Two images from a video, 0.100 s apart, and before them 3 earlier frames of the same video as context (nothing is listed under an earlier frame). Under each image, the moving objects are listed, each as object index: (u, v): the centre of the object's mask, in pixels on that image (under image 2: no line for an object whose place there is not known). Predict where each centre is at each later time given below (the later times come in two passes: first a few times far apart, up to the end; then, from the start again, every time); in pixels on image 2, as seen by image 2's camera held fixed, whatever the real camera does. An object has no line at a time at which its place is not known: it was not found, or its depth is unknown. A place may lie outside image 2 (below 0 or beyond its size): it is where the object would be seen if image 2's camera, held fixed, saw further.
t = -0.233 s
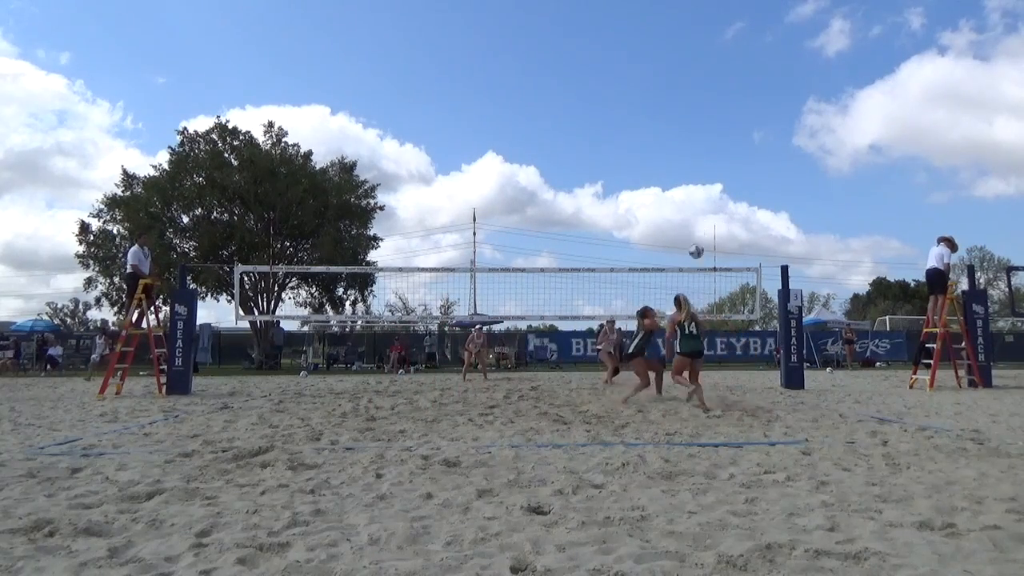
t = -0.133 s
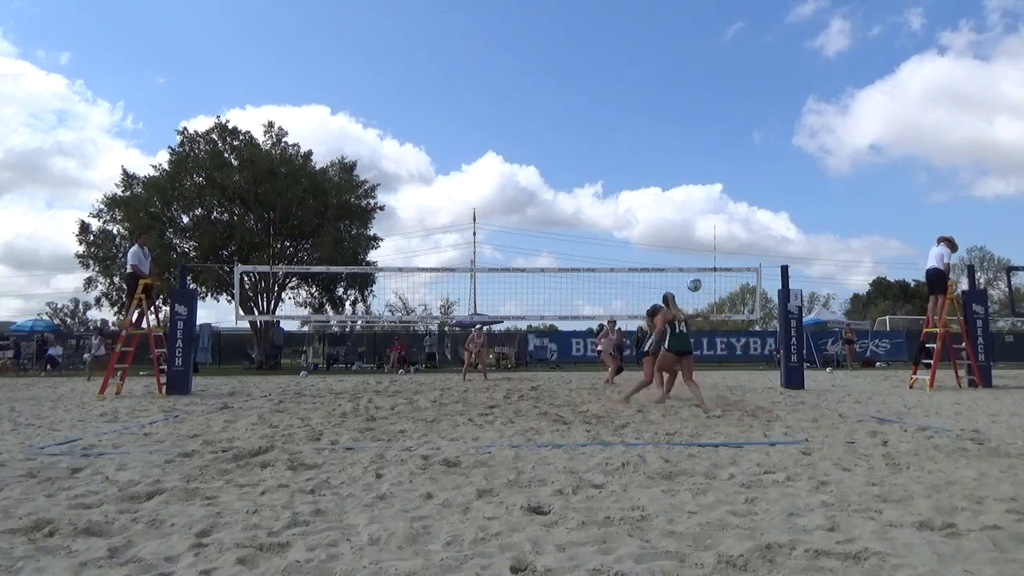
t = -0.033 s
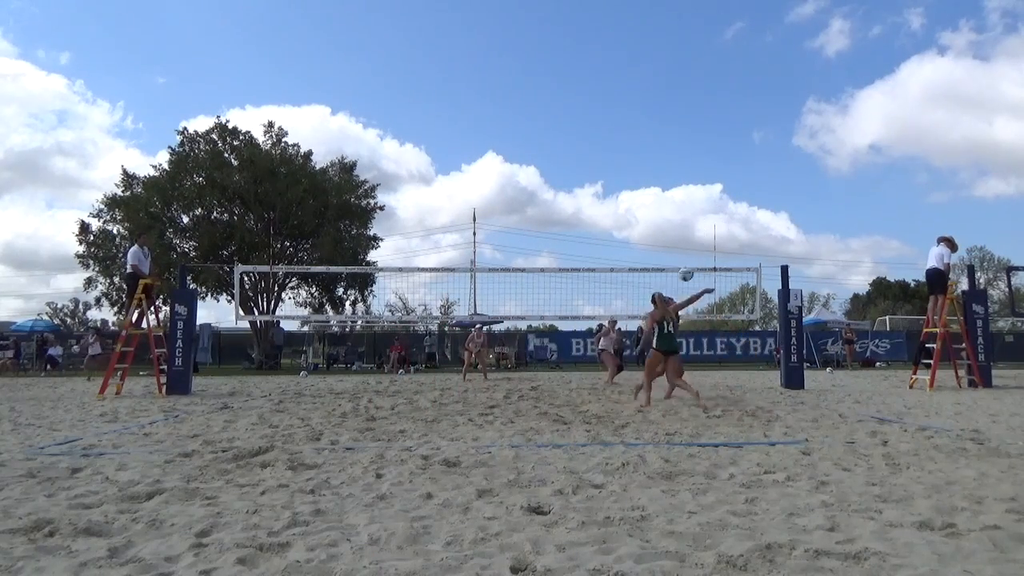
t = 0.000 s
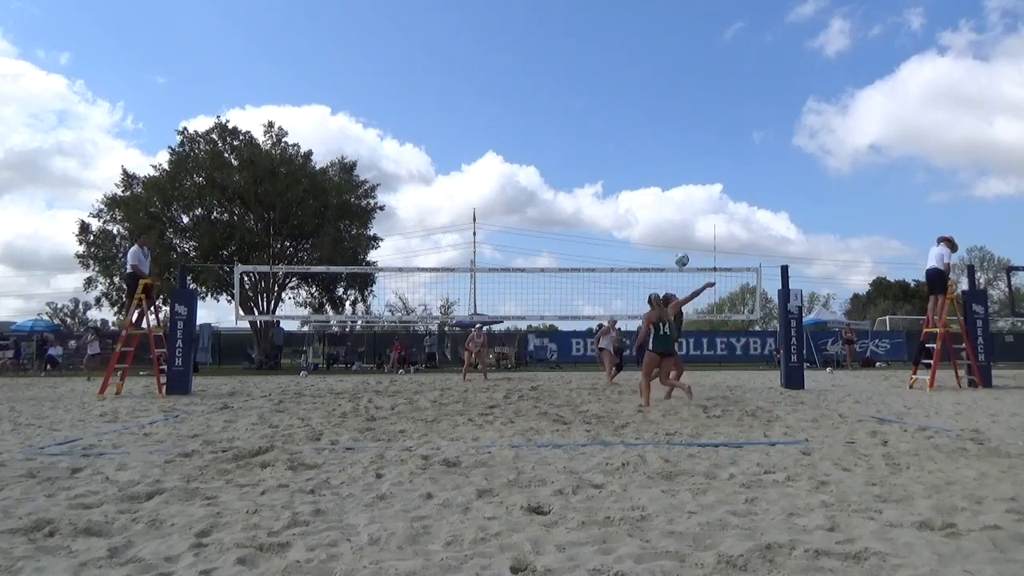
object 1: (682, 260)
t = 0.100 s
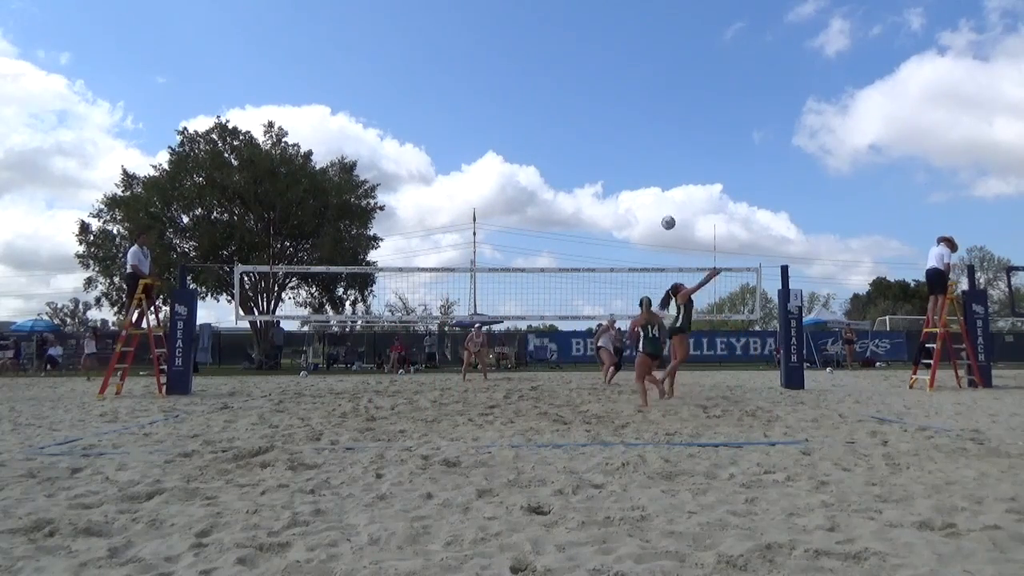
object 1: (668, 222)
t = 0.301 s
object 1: (643, 171)
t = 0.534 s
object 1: (615, 144)
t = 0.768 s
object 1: (590, 149)
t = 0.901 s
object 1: (576, 166)
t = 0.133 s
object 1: (664, 212)
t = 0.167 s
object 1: (659, 202)
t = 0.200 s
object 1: (655, 193)
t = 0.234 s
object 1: (652, 186)
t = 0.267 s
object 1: (647, 178)
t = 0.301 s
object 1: (643, 171)
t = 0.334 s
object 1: (639, 165)
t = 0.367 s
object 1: (635, 159)
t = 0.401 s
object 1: (631, 154)
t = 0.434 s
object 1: (627, 151)
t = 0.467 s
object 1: (623, 148)
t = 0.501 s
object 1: (619, 145)
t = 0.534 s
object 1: (615, 144)
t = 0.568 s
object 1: (612, 142)
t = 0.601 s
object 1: (608, 141)
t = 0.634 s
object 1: (604, 141)
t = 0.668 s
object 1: (601, 142)
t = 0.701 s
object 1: (597, 143)
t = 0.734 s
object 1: (593, 145)
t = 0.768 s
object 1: (590, 149)
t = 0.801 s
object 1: (586, 151)
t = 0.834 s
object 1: (582, 155)
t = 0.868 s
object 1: (579, 160)
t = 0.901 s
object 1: (576, 166)
